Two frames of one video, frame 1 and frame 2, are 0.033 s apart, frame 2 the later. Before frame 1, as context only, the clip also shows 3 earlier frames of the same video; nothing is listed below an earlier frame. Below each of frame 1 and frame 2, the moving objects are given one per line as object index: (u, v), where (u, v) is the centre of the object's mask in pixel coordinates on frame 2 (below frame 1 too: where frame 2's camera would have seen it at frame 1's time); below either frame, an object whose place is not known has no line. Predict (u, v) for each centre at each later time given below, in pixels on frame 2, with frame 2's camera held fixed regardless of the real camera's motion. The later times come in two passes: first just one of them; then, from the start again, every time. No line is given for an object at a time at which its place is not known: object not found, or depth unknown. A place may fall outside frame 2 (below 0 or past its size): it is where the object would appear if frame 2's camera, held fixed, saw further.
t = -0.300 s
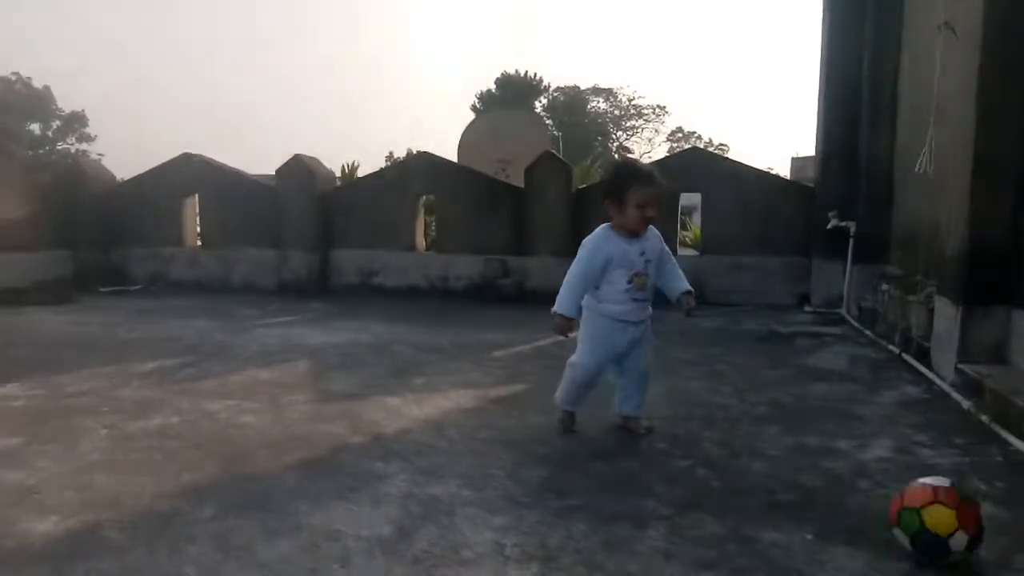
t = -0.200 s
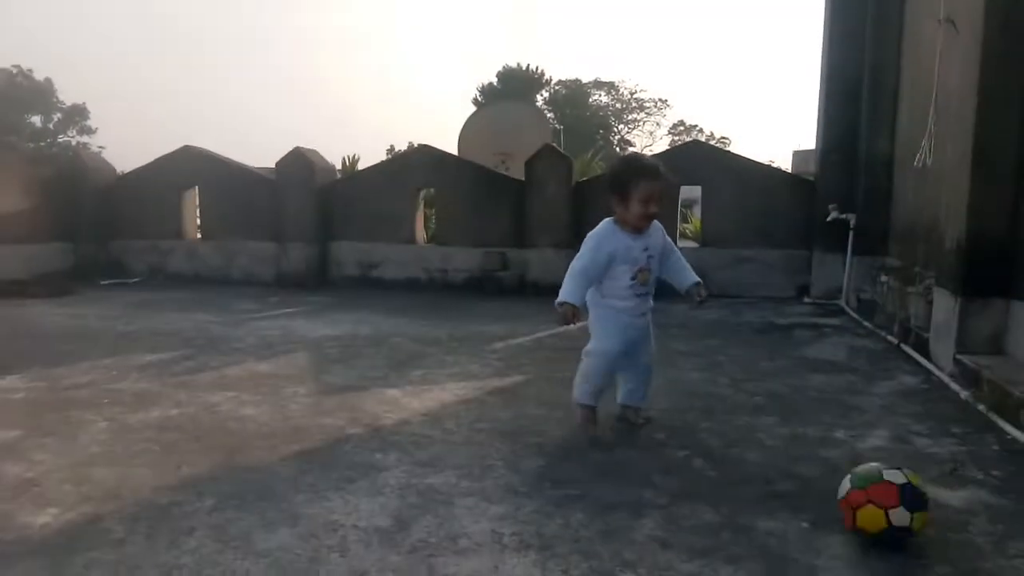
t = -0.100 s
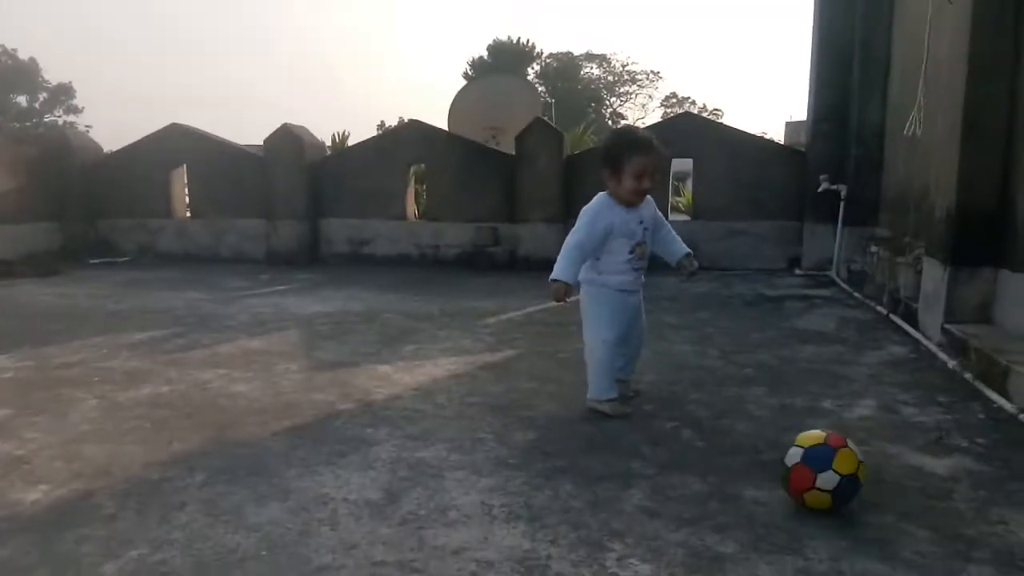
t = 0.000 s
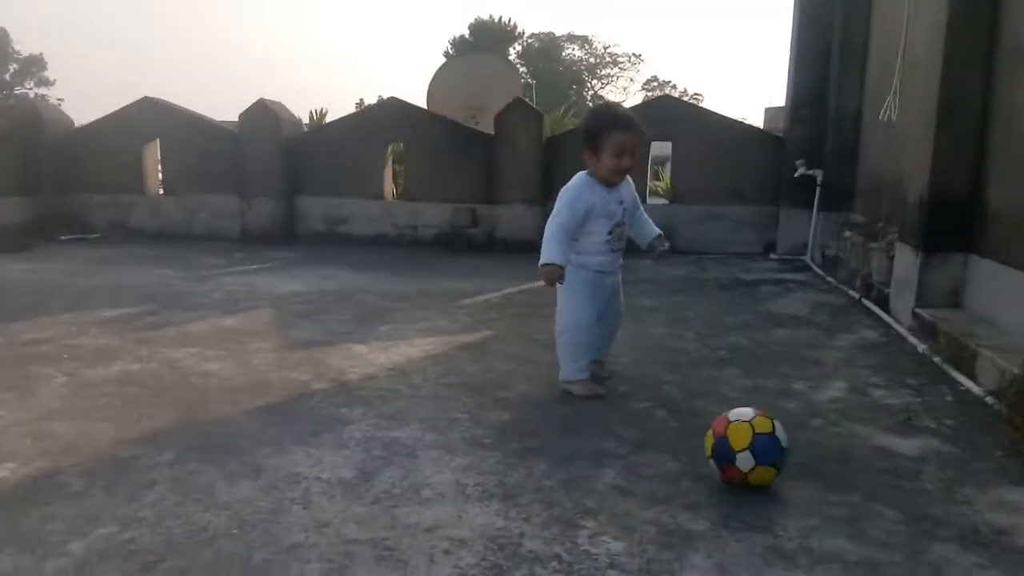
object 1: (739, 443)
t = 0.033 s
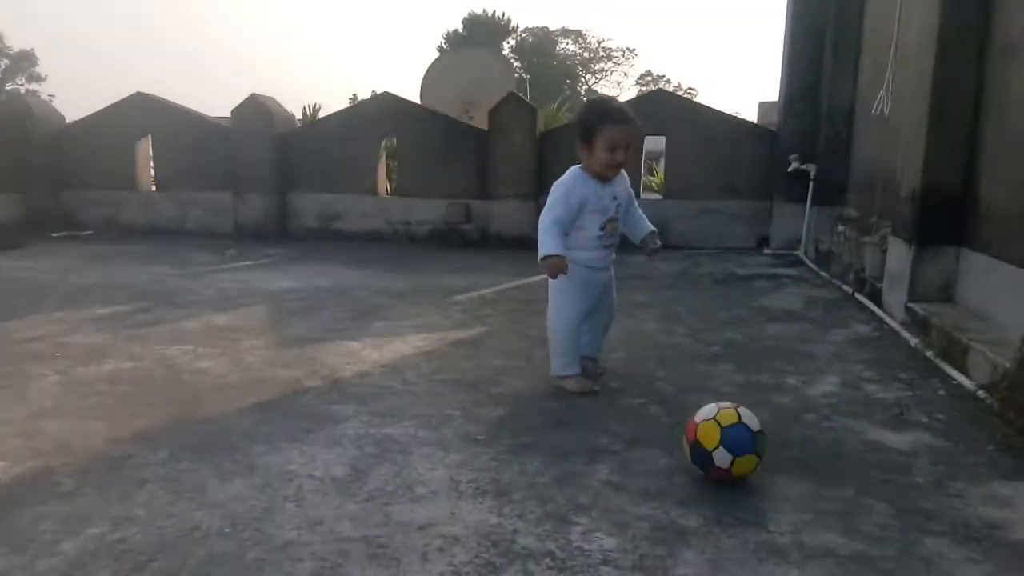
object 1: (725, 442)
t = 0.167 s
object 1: (665, 437)
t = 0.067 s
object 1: (710, 441)
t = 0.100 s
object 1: (694, 441)
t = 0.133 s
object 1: (680, 439)
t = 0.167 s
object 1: (665, 437)
